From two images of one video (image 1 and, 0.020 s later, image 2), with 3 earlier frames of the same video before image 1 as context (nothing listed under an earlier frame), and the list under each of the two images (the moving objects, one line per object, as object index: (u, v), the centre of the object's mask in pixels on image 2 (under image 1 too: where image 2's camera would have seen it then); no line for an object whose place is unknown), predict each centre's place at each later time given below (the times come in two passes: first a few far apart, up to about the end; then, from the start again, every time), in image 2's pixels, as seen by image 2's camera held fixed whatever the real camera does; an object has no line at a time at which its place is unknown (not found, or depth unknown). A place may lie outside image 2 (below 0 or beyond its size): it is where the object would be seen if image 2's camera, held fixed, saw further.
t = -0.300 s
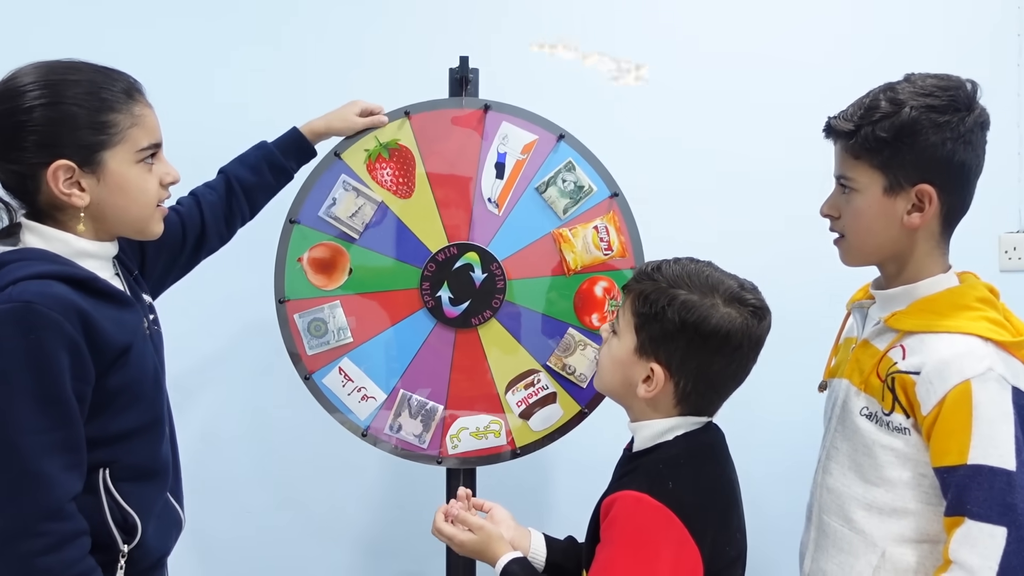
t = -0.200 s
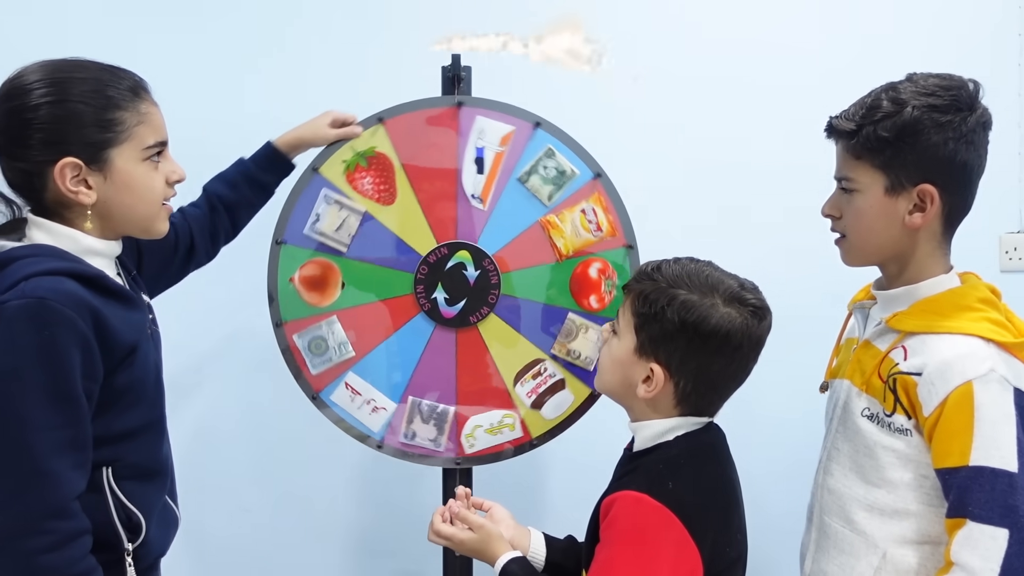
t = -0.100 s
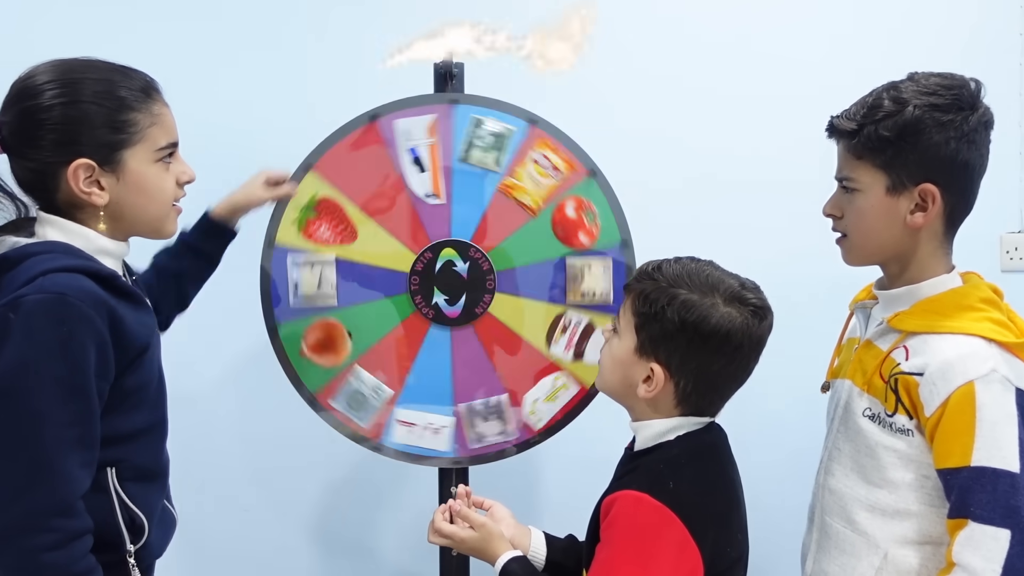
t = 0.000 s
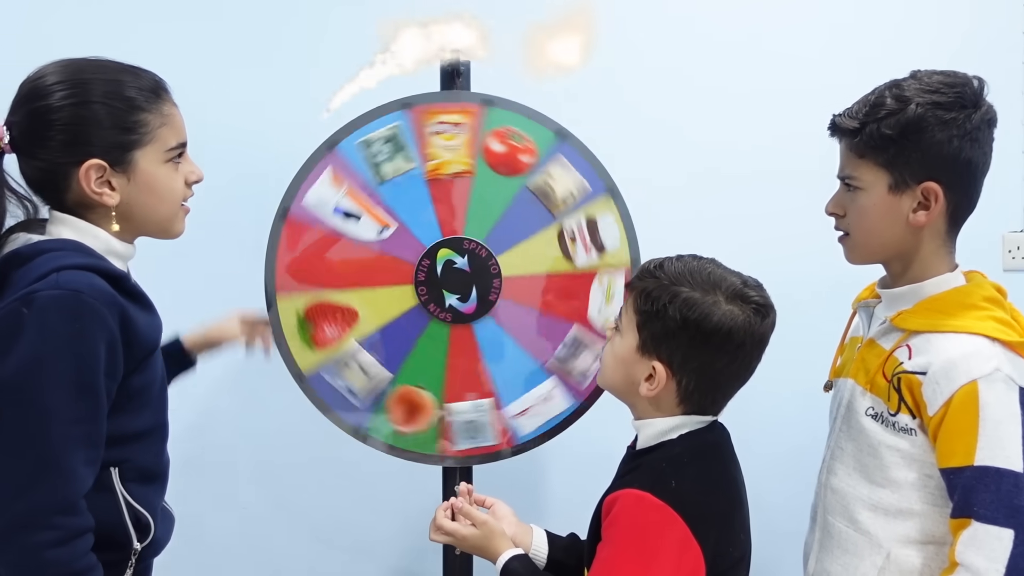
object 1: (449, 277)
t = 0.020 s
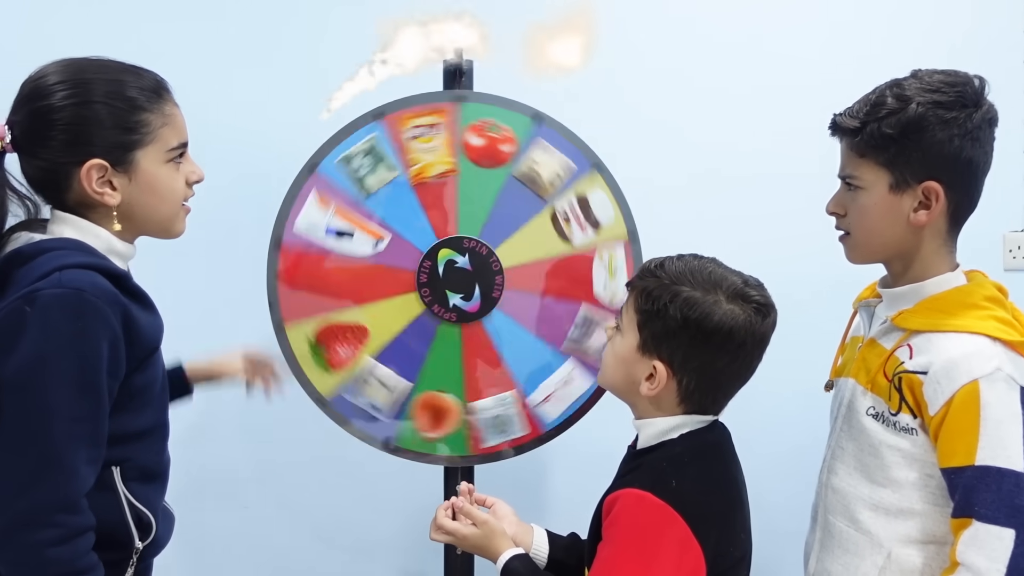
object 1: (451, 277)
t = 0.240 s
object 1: (459, 276)
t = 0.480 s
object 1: (462, 277)
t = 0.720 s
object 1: (458, 275)
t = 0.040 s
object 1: (452, 277)
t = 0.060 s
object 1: (454, 277)
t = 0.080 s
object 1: (456, 277)
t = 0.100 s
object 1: (458, 276)
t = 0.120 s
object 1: (459, 276)
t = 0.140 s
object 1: (460, 276)
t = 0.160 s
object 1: (460, 276)
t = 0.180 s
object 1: (460, 276)
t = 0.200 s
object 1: (460, 276)
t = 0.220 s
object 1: (459, 276)
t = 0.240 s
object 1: (459, 276)
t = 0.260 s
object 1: (458, 277)
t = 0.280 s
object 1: (458, 277)
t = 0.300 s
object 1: (458, 277)
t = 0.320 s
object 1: (458, 277)
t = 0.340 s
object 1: (458, 277)
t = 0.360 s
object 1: (458, 277)
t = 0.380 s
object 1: (458, 277)
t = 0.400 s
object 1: (459, 277)
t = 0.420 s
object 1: (460, 277)
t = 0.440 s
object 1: (460, 277)
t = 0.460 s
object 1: (460, 276)
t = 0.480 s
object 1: (462, 277)
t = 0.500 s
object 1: (461, 277)
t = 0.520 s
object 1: (460, 276)
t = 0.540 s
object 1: (460, 276)
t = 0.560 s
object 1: (460, 275)
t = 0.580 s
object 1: (459, 275)
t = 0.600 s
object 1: (459, 275)
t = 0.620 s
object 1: (459, 275)
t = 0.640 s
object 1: (457, 274)
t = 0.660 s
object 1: (457, 274)
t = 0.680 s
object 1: (458, 274)
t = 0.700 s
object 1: (458, 275)
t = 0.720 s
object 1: (458, 275)
